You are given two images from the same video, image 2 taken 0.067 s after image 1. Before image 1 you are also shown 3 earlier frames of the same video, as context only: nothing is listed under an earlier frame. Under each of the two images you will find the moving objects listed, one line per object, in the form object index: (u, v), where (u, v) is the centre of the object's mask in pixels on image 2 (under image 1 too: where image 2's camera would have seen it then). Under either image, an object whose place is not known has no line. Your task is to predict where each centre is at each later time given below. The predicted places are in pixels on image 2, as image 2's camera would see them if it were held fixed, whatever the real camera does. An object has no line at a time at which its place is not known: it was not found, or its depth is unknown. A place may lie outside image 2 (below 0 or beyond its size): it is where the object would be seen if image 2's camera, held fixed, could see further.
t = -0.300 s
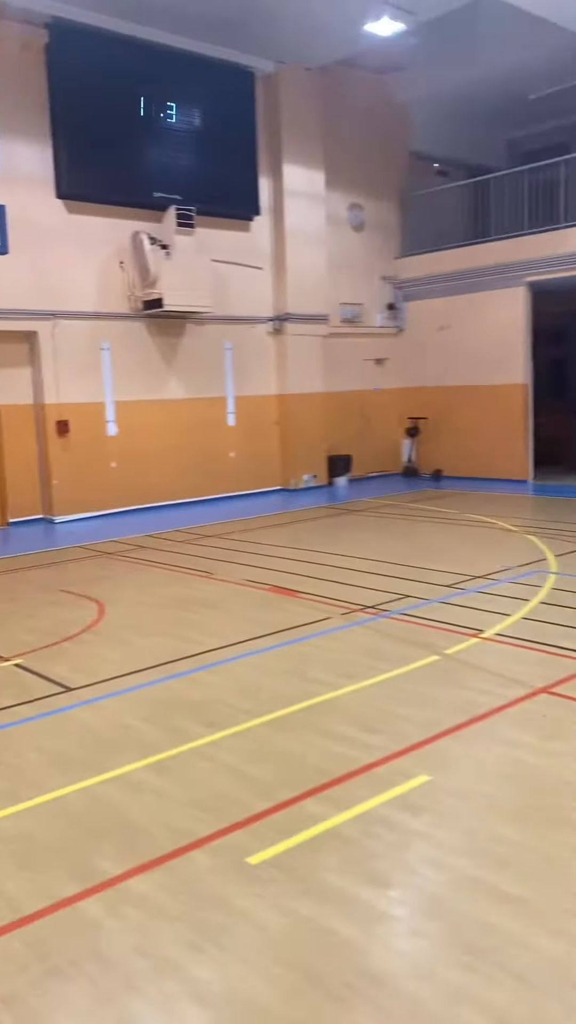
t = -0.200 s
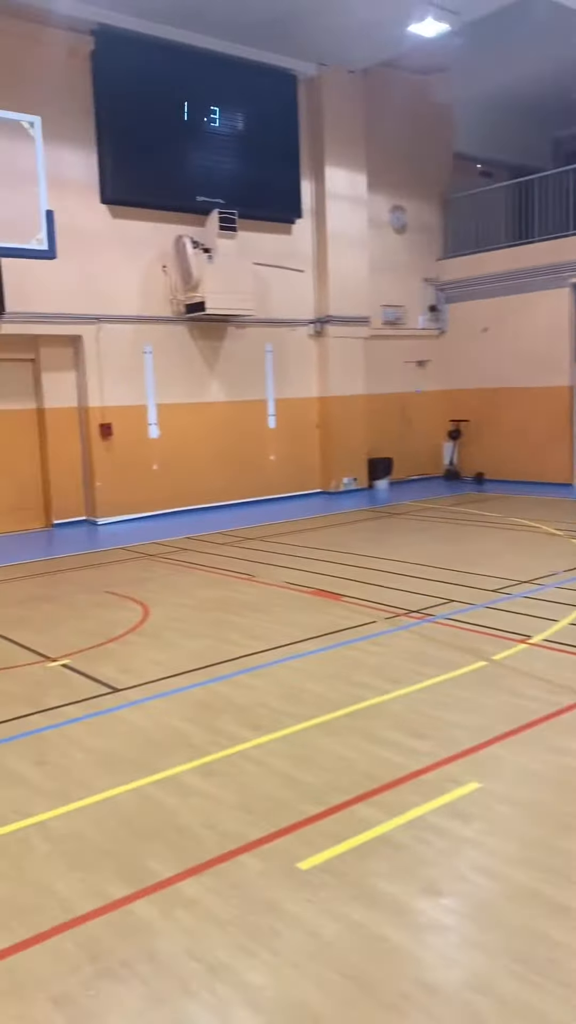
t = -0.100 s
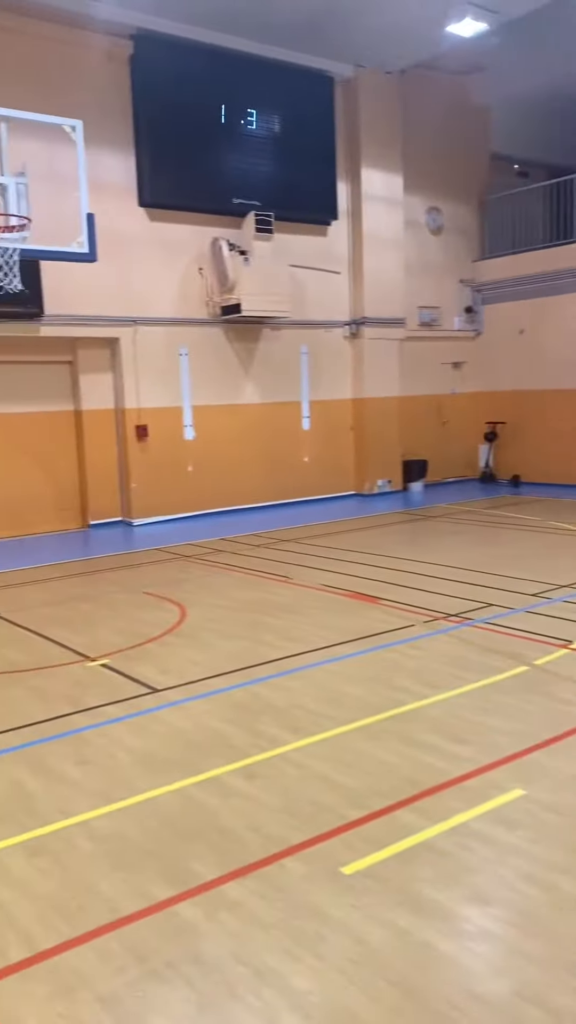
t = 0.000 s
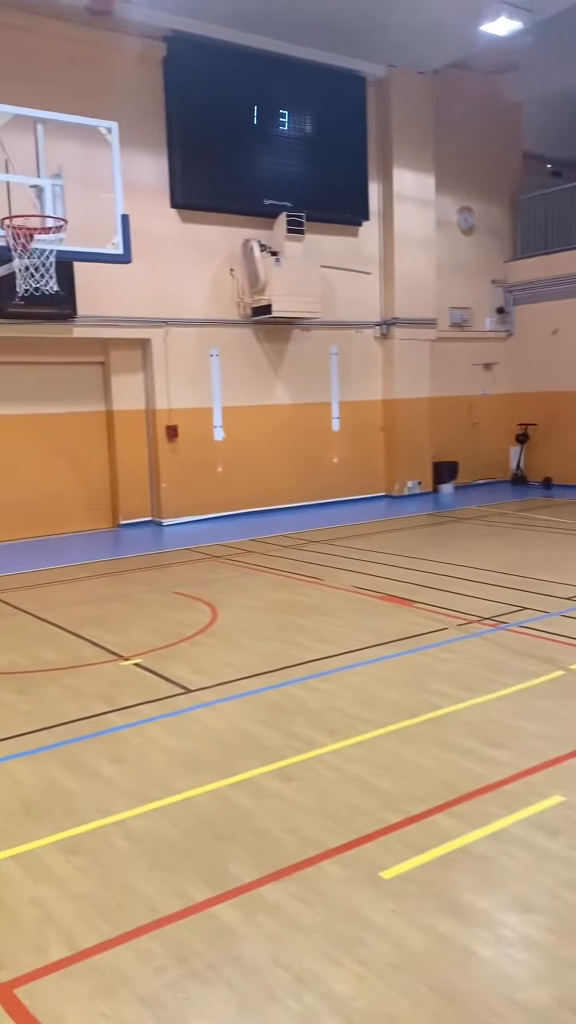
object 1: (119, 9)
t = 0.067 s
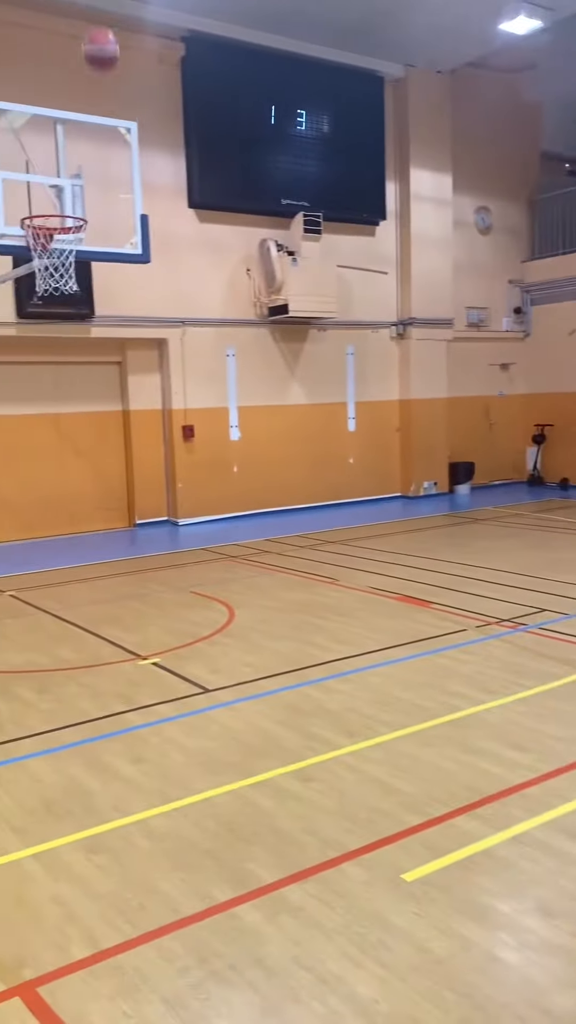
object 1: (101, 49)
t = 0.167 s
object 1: (78, 132)
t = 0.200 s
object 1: (71, 160)
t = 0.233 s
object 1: (65, 187)
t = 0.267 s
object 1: (59, 216)
